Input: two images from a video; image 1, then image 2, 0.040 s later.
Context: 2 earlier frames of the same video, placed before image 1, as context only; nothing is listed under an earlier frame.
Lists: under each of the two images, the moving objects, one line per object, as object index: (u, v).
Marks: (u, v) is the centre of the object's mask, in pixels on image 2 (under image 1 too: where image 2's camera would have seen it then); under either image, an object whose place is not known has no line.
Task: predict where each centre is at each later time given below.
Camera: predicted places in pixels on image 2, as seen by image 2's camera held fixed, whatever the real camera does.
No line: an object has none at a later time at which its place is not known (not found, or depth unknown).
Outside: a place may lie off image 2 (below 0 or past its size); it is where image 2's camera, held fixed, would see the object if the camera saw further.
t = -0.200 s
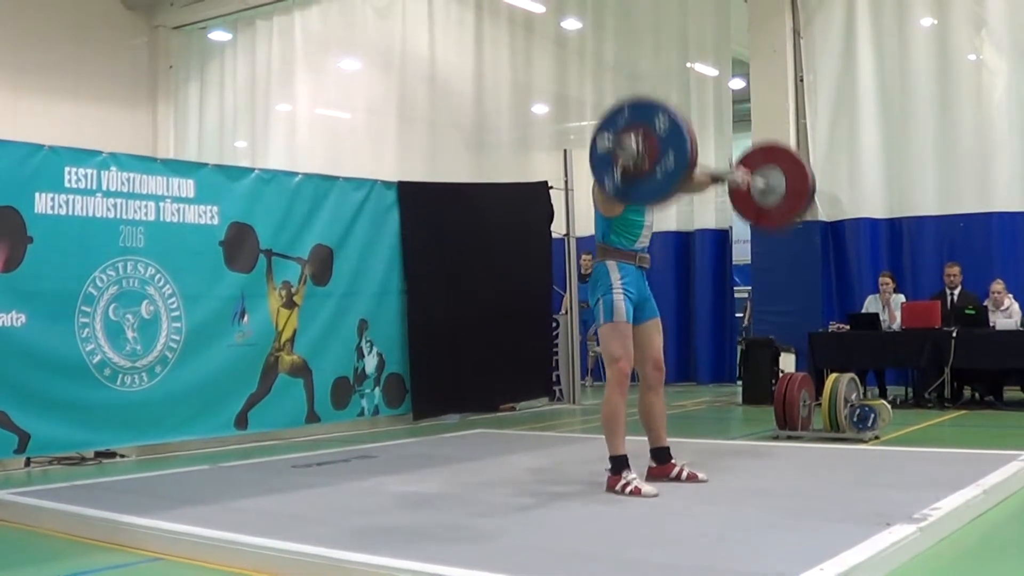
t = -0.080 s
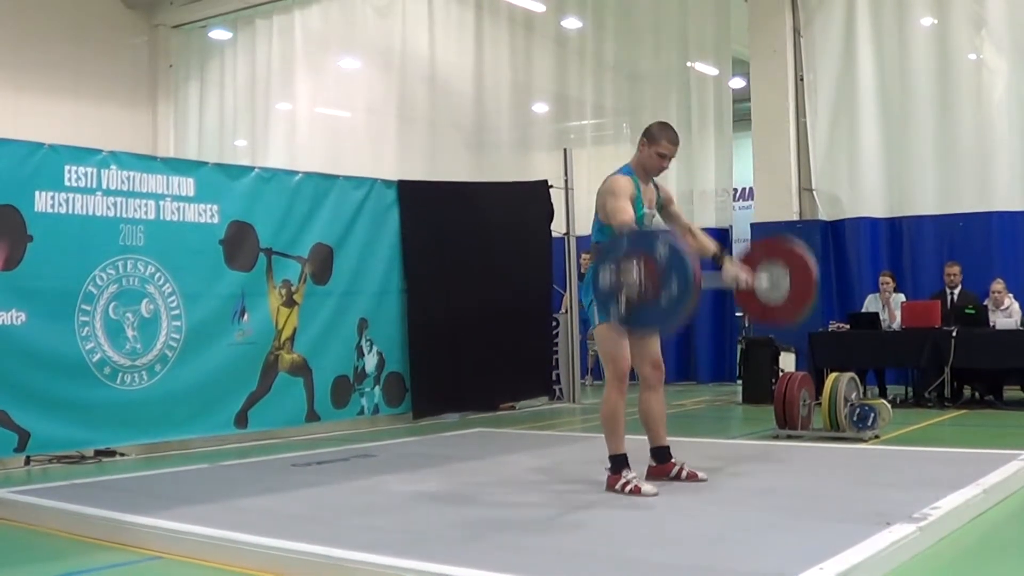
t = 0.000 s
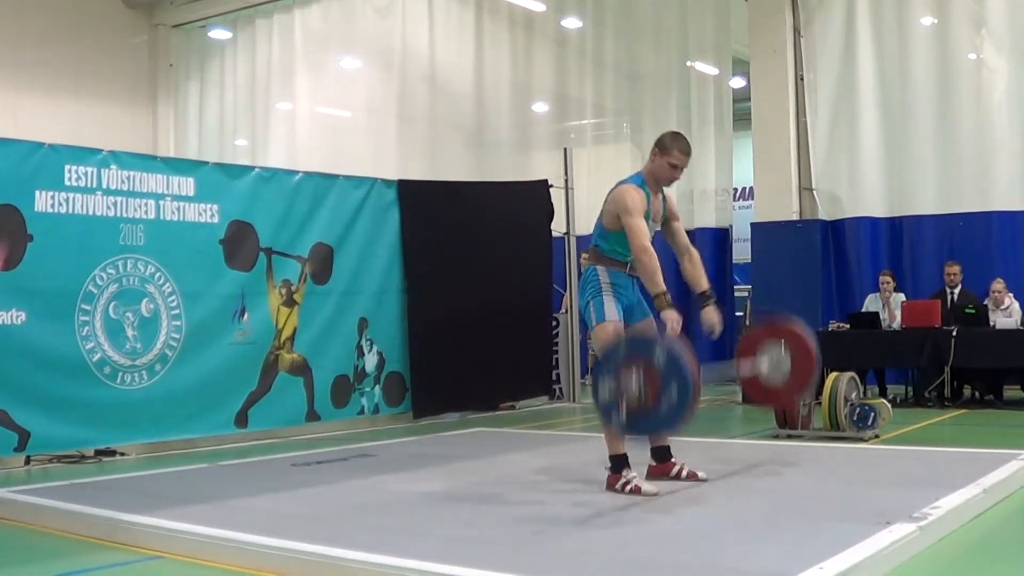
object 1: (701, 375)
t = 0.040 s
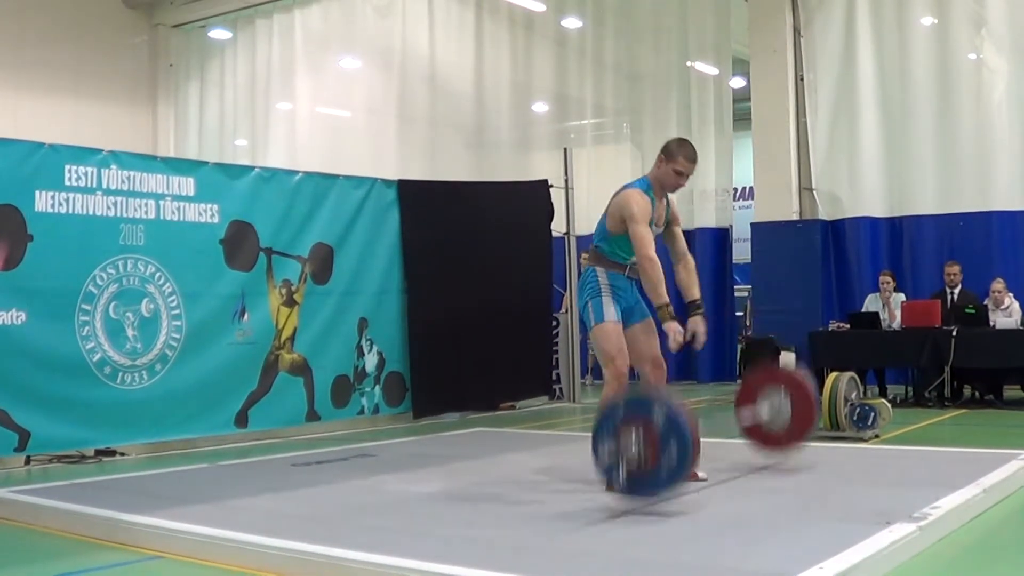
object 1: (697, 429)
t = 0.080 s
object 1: (696, 436)
